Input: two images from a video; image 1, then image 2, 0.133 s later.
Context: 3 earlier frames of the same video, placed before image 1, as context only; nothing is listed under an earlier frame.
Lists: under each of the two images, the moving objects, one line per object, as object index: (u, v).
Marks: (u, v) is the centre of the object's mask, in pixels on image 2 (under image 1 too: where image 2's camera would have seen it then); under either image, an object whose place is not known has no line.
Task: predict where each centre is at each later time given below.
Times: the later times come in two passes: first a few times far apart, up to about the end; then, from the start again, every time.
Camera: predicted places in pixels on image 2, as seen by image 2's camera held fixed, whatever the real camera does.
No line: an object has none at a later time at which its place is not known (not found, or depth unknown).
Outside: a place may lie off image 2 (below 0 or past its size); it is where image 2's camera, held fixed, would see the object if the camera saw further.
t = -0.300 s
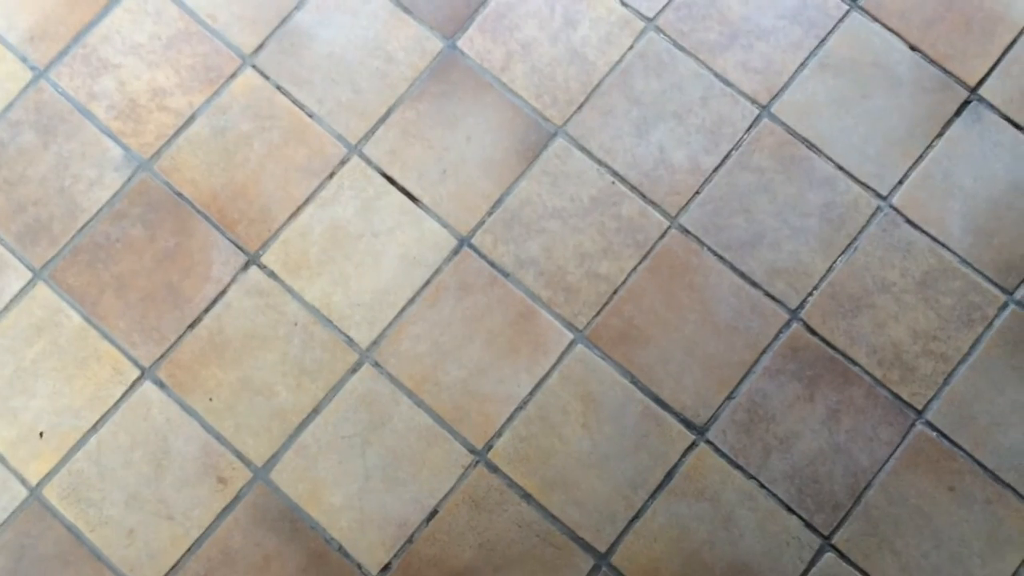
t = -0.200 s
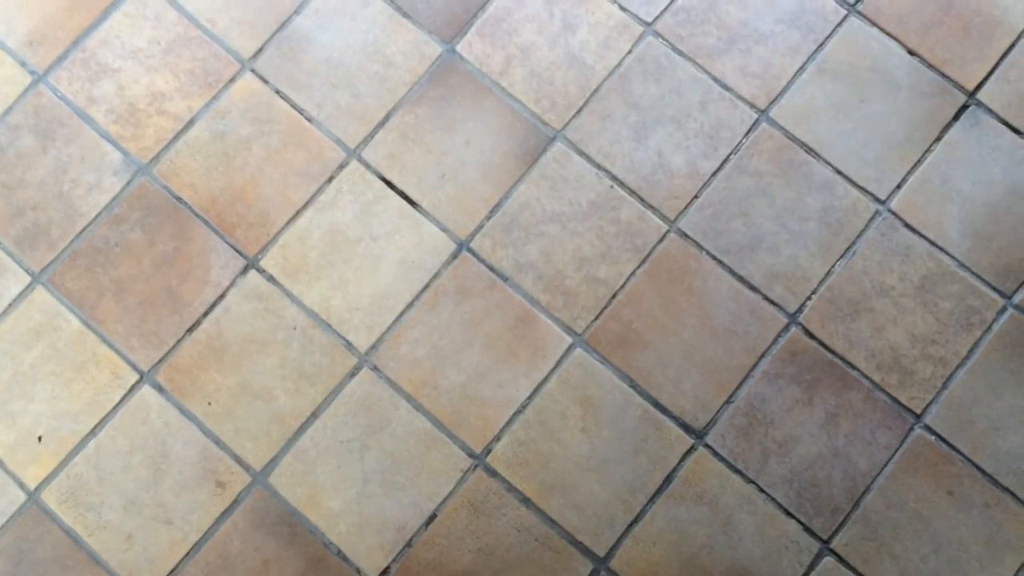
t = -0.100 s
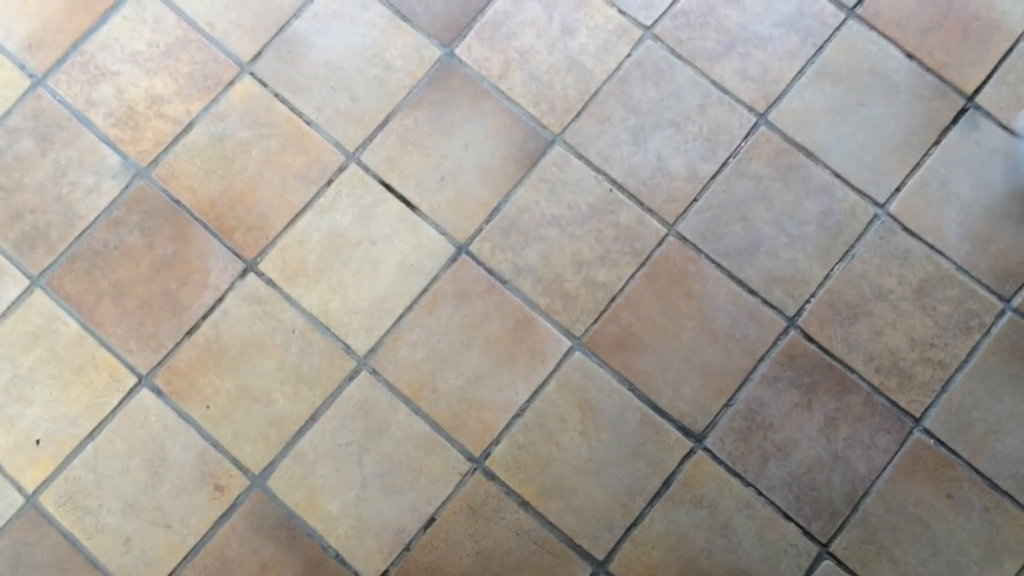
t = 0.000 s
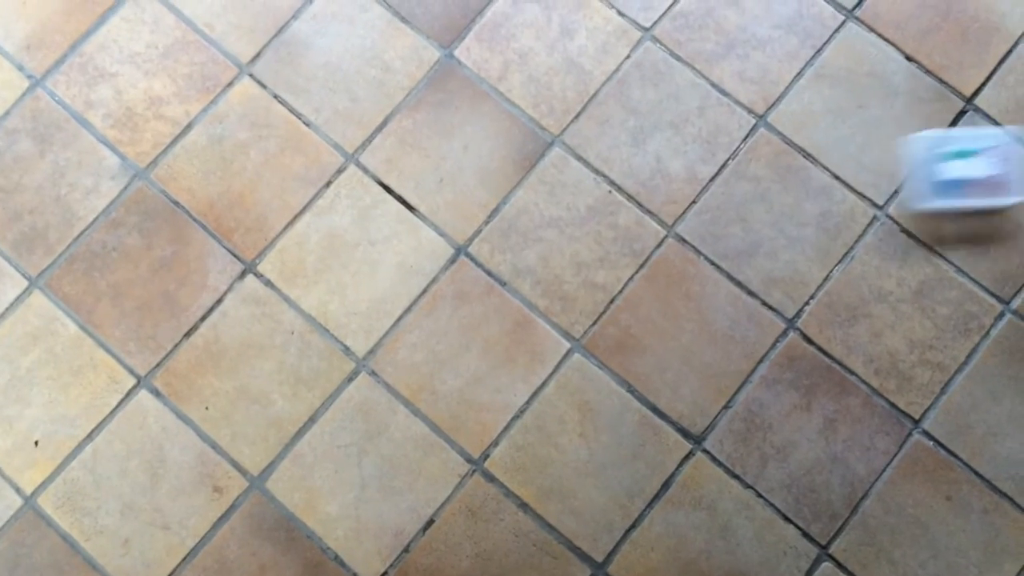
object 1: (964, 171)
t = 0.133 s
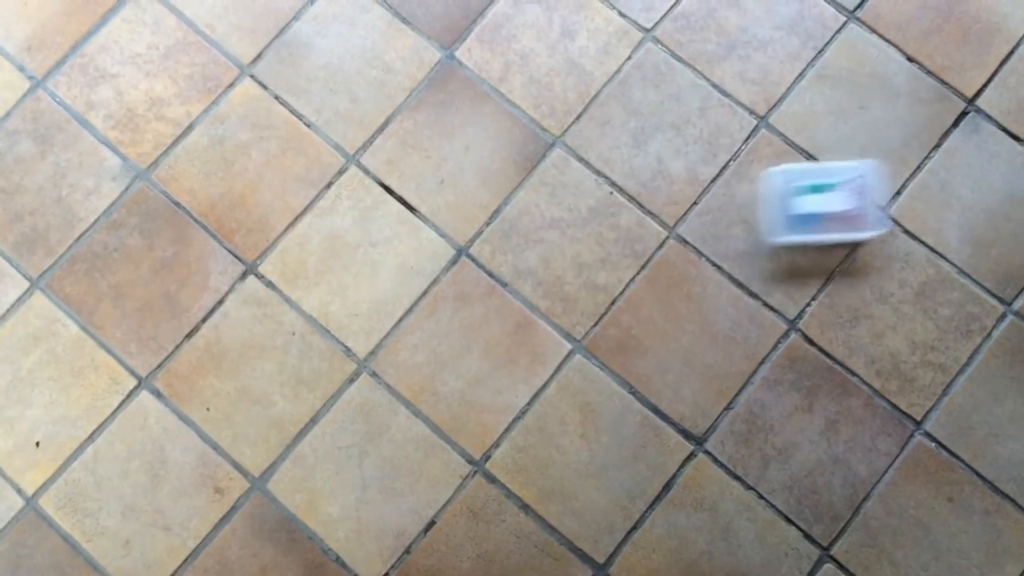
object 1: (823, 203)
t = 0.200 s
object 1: (759, 217)
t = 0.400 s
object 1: (599, 250)
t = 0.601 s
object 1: (492, 268)
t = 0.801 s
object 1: (435, 275)
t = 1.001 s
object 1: (431, 275)
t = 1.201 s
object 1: (431, 275)
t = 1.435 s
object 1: (431, 275)
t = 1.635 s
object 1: (431, 275)
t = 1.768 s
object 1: (431, 275)
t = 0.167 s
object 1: (790, 210)
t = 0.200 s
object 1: (759, 217)
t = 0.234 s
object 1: (730, 223)
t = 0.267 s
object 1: (701, 229)
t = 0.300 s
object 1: (673, 235)
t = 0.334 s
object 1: (647, 241)
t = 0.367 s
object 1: (622, 245)
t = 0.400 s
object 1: (599, 250)
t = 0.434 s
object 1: (577, 254)
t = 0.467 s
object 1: (556, 258)
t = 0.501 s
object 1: (539, 261)
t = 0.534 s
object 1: (522, 263)
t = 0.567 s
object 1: (507, 266)
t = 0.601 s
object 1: (492, 268)
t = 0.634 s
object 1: (478, 269)
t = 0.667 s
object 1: (467, 271)
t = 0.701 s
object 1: (456, 272)
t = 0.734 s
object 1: (447, 273)
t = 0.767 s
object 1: (440, 274)
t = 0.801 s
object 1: (435, 275)
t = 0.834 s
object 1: (432, 275)
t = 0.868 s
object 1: (431, 275)
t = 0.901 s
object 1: (431, 275)
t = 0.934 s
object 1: (431, 275)
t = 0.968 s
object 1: (431, 275)
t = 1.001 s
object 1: (431, 275)
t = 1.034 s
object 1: (431, 275)
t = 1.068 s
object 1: (431, 275)
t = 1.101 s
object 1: (431, 275)
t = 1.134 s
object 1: (430, 275)
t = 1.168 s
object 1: (431, 275)
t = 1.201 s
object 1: (431, 275)
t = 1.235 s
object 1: (431, 275)
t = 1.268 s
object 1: (431, 275)
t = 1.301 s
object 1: (431, 275)
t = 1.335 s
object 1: (431, 275)
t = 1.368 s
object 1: (431, 275)
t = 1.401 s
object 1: (430, 275)
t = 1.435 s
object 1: (431, 275)
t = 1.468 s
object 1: (431, 275)
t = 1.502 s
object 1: (431, 275)
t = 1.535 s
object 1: (430, 275)
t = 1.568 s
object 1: (431, 275)
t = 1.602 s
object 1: (431, 275)
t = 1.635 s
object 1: (431, 275)
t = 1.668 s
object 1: (431, 275)
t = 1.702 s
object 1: (431, 275)
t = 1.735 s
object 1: (431, 275)
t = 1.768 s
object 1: (431, 275)
